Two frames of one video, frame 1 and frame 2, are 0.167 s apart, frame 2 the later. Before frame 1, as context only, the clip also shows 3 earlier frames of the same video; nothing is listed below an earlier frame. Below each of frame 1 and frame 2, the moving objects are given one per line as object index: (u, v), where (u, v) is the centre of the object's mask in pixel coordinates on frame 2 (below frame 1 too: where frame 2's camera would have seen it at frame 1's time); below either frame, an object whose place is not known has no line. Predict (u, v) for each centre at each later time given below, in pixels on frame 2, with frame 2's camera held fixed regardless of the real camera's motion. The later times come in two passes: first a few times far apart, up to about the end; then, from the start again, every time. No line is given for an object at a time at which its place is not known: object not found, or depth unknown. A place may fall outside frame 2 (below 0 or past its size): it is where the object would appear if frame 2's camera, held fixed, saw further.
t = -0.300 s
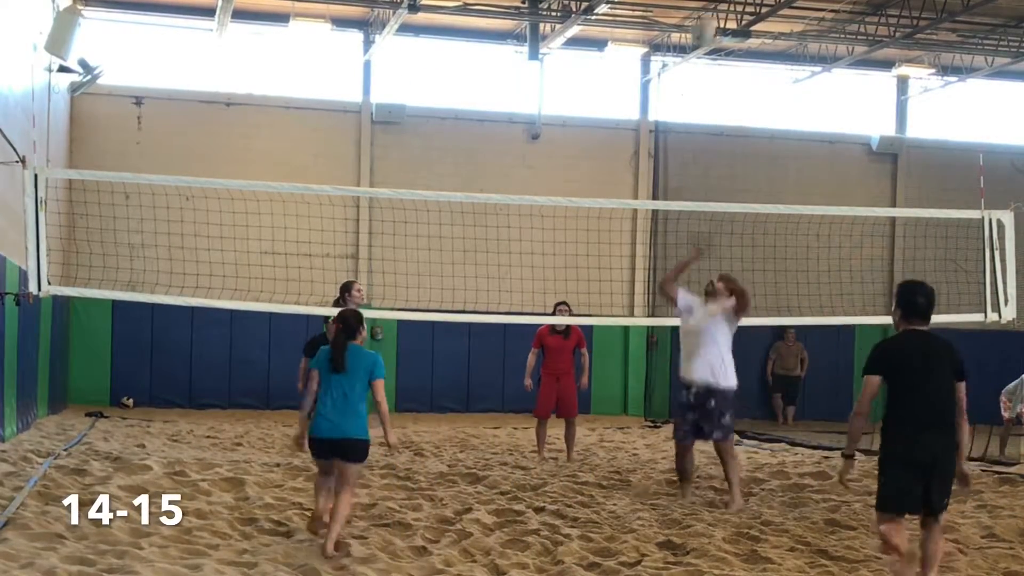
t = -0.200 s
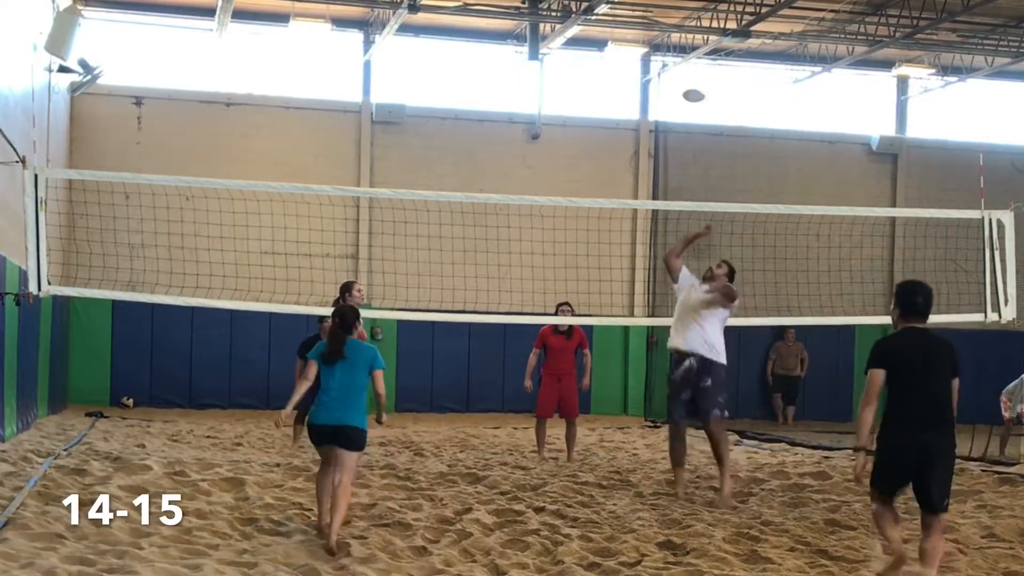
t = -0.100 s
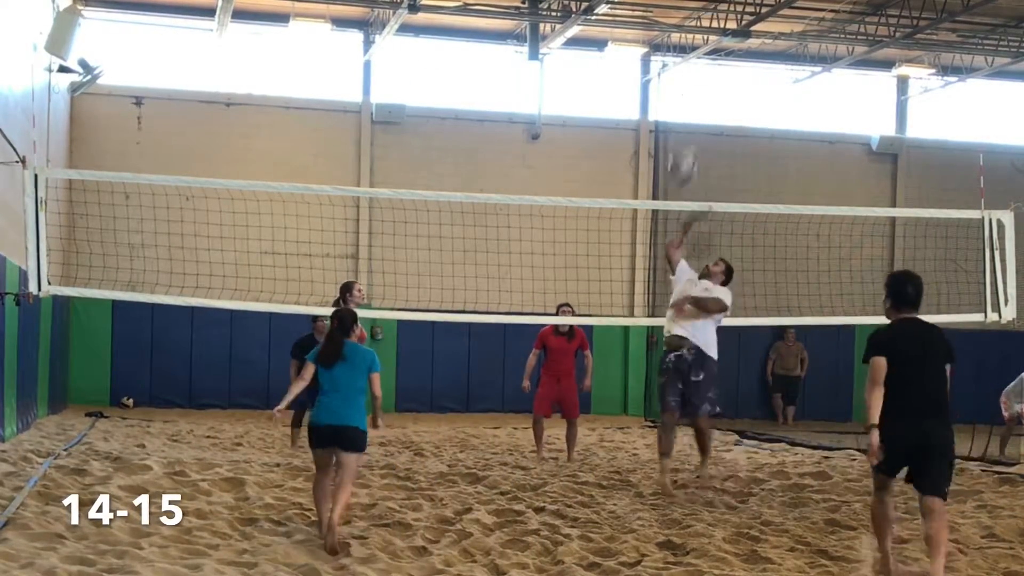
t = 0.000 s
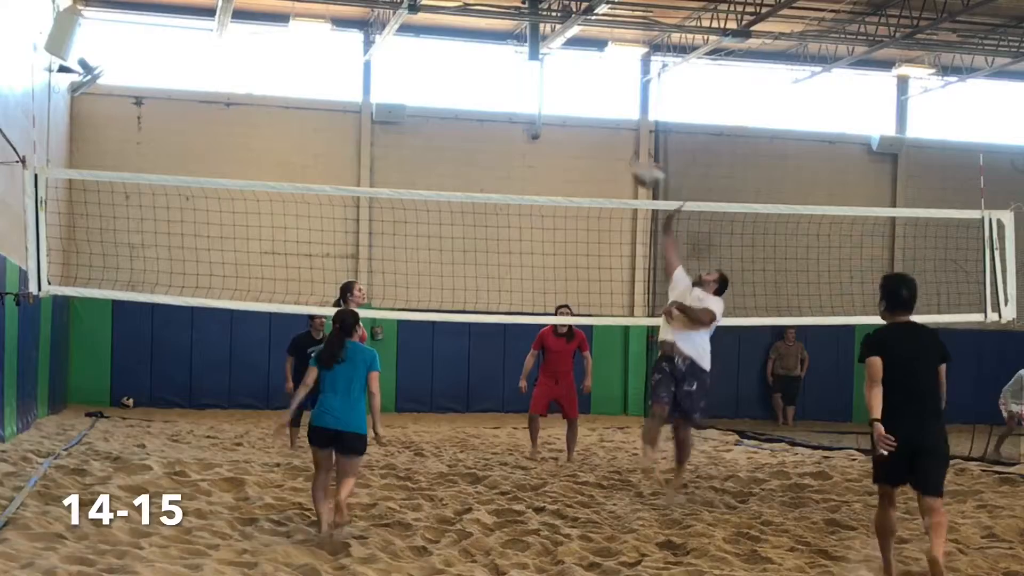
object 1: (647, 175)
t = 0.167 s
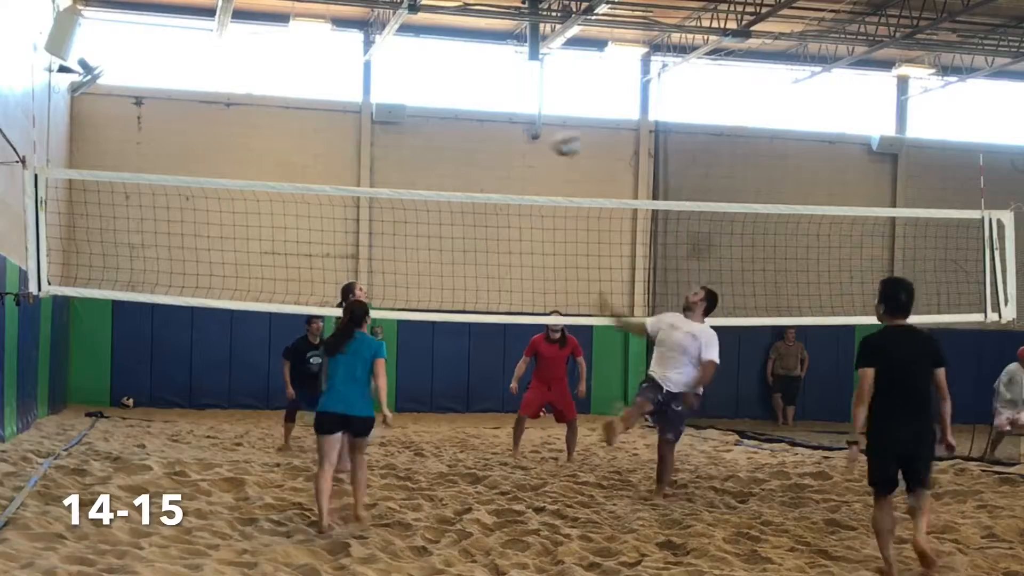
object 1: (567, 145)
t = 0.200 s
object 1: (550, 144)
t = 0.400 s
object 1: (460, 156)
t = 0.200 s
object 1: (550, 144)
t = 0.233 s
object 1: (535, 140)
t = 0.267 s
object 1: (520, 143)
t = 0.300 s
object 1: (505, 142)
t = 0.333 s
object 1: (490, 146)
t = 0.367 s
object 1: (474, 151)
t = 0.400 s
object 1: (460, 156)
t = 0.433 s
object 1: (446, 164)
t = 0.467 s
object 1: (431, 172)
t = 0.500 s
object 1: (418, 179)
